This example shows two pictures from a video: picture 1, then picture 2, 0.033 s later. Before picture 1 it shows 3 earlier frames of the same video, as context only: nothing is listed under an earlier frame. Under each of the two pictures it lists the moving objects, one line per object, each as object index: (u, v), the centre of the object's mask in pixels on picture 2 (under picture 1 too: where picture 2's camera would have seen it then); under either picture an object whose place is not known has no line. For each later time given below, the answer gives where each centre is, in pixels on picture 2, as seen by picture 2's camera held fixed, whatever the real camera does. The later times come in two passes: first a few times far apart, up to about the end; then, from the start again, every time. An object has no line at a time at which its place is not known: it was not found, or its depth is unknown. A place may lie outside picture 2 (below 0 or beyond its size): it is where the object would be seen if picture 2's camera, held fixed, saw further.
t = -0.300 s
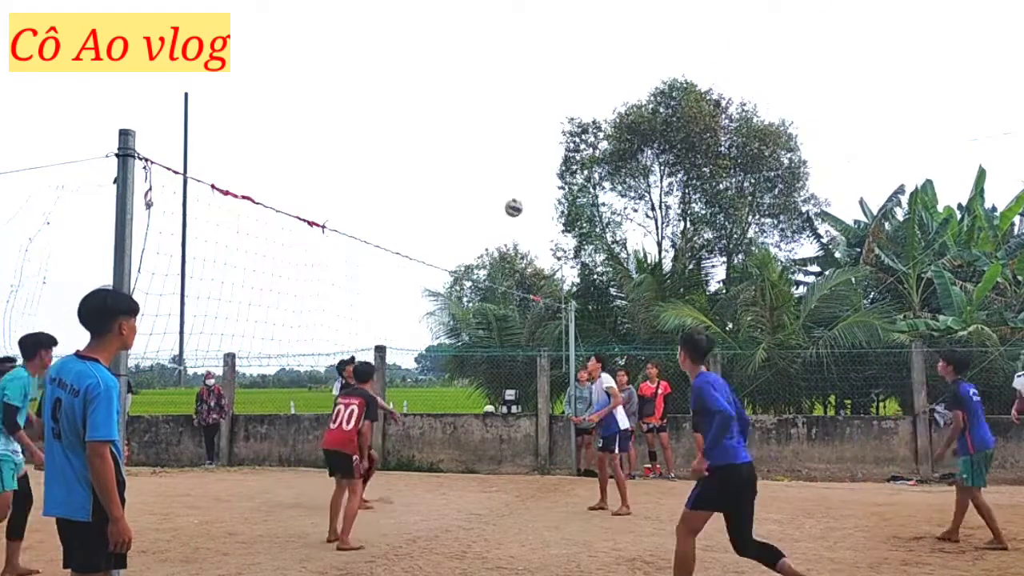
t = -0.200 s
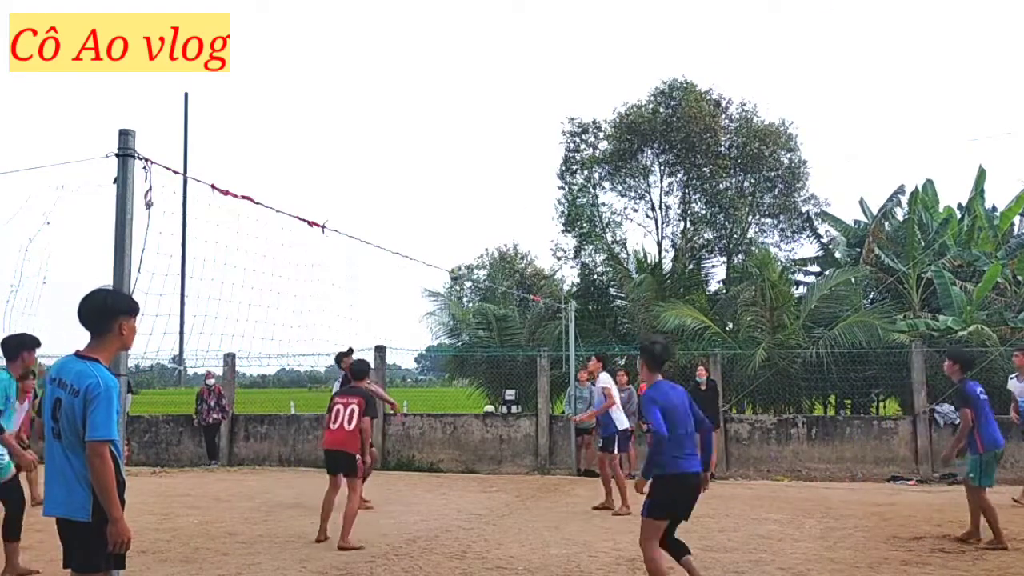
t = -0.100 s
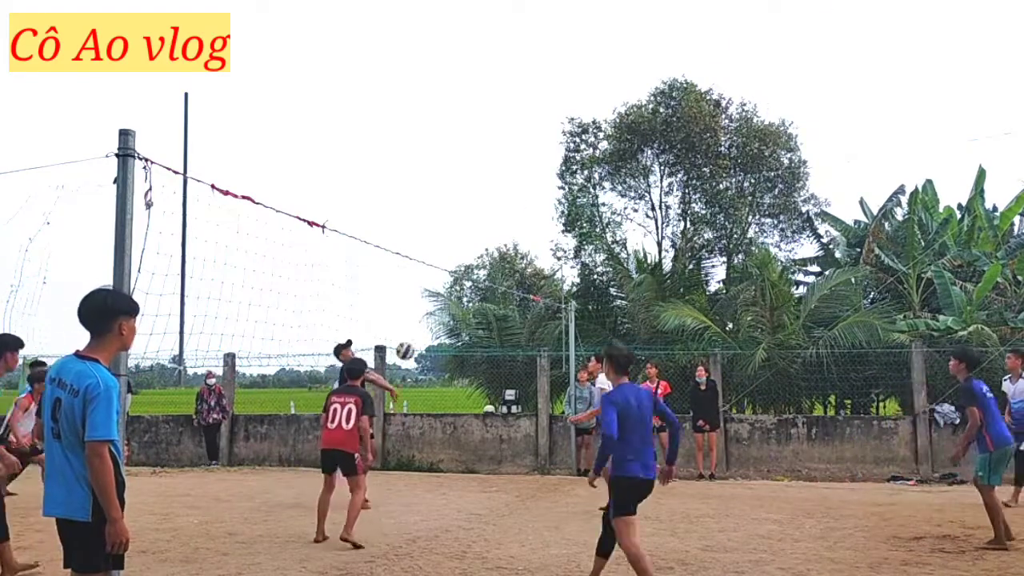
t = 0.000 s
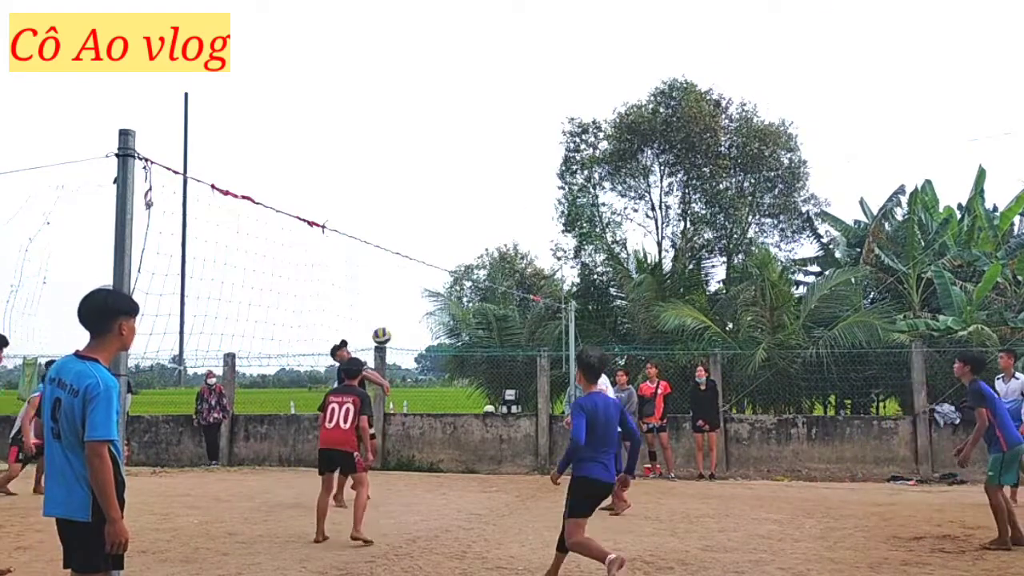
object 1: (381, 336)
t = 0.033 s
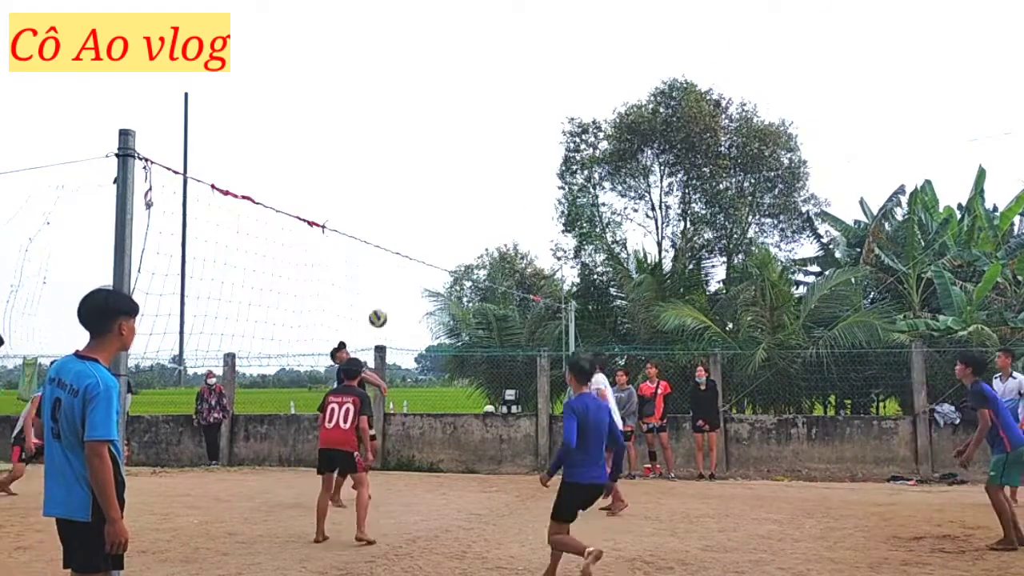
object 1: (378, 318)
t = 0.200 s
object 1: (359, 243)
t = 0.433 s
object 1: (330, 174)
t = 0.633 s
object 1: (303, 151)
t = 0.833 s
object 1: (272, 167)
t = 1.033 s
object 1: (239, 228)
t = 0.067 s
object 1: (374, 301)
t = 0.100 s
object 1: (370, 286)
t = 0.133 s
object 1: (367, 270)
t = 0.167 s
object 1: (363, 256)
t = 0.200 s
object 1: (359, 243)
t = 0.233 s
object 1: (355, 230)
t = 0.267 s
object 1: (351, 219)
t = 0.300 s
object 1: (347, 208)
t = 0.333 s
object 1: (343, 198)
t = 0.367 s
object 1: (339, 189)
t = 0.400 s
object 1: (334, 181)
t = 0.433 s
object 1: (330, 174)
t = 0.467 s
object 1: (326, 167)
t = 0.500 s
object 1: (321, 162)
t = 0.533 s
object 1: (317, 158)
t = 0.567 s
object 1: (312, 155)
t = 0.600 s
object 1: (307, 152)
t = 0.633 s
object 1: (303, 151)
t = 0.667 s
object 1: (298, 151)
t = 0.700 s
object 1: (293, 152)
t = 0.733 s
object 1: (288, 154)
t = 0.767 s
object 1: (283, 157)
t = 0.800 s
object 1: (278, 162)
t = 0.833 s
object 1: (272, 167)
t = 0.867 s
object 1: (267, 174)
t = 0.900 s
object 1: (261, 182)
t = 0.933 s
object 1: (256, 191)
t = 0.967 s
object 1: (251, 202)
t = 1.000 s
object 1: (245, 214)
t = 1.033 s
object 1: (239, 228)
